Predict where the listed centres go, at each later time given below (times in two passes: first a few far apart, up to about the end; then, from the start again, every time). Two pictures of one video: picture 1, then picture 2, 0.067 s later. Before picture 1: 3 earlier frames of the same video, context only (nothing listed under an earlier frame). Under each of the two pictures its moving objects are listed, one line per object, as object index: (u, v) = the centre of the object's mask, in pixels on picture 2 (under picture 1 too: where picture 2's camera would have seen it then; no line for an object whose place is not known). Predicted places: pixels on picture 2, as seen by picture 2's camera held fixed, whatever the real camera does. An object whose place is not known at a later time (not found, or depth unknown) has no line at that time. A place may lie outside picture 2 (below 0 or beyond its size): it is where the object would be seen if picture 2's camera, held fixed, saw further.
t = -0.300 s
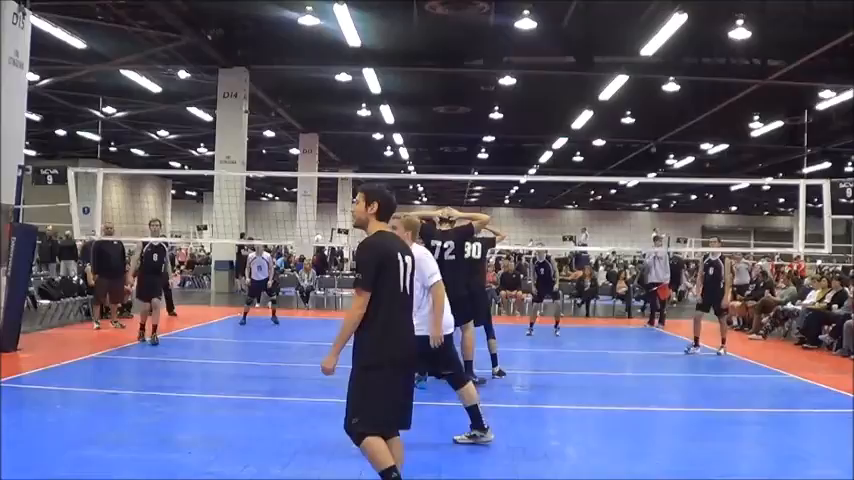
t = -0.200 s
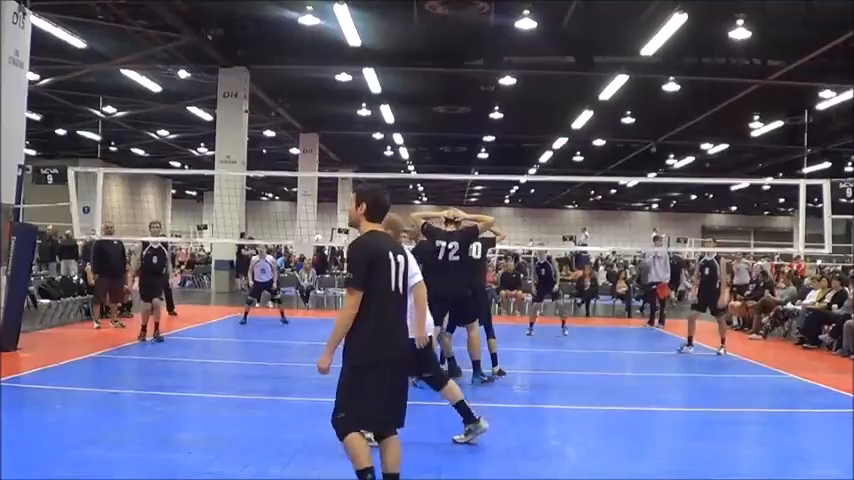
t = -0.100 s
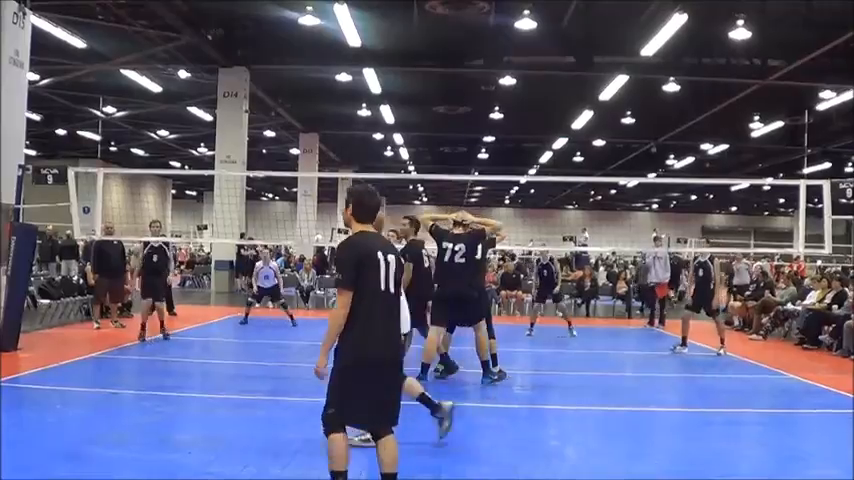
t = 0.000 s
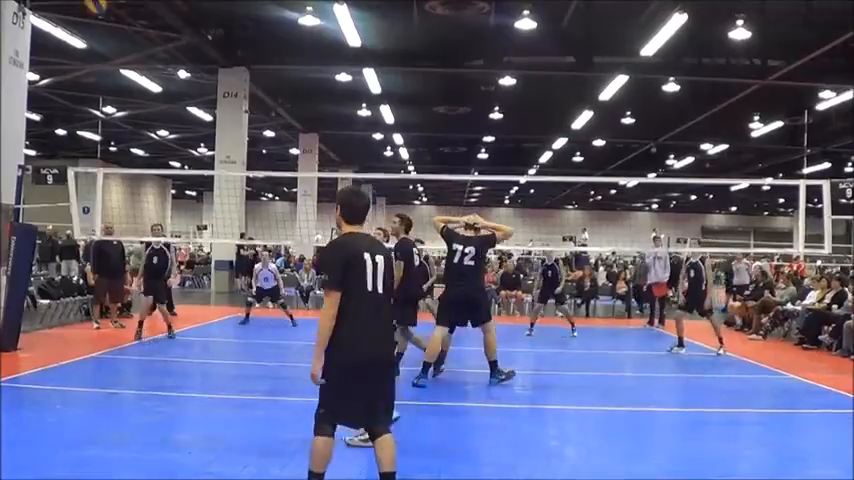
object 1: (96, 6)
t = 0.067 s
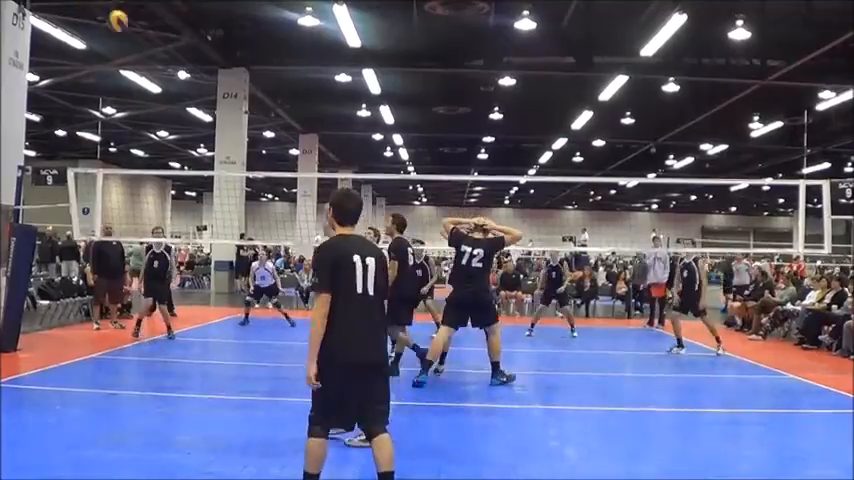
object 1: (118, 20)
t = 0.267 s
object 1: (163, 76)
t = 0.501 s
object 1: (193, 150)
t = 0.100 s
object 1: (127, 30)
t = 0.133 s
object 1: (135, 39)
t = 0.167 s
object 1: (143, 49)
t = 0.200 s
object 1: (151, 59)
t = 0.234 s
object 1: (158, 67)
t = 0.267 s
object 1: (163, 76)
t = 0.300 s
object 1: (168, 88)
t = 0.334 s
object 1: (173, 97)
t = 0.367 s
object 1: (178, 107)
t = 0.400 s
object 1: (182, 118)
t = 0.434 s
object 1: (186, 128)
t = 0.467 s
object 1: (190, 139)
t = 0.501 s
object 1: (193, 150)
